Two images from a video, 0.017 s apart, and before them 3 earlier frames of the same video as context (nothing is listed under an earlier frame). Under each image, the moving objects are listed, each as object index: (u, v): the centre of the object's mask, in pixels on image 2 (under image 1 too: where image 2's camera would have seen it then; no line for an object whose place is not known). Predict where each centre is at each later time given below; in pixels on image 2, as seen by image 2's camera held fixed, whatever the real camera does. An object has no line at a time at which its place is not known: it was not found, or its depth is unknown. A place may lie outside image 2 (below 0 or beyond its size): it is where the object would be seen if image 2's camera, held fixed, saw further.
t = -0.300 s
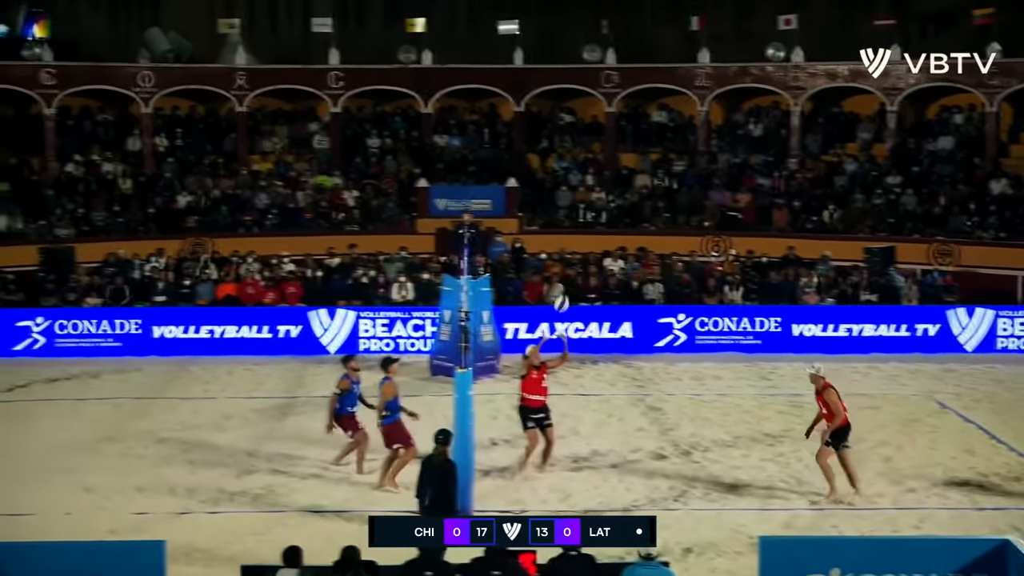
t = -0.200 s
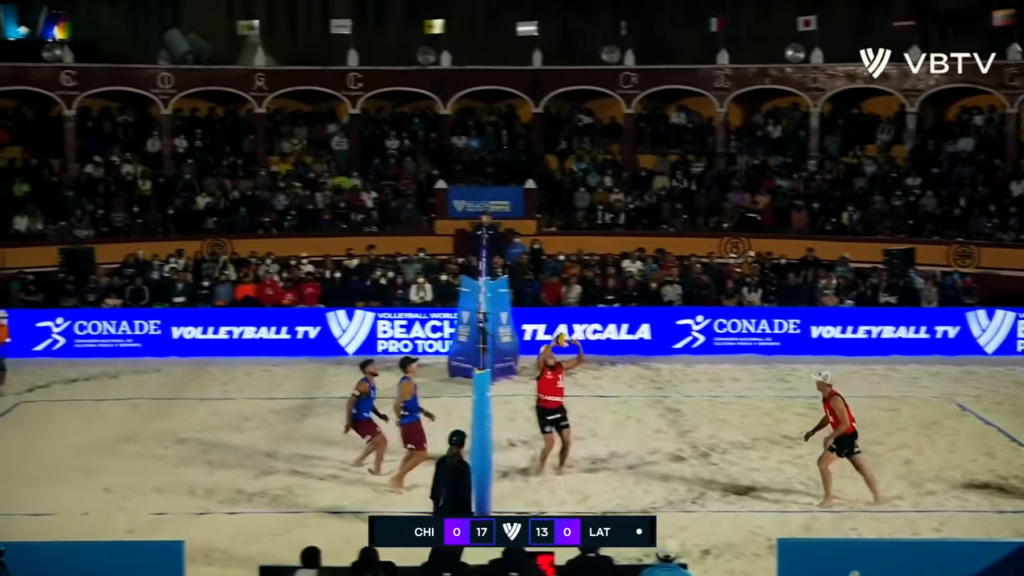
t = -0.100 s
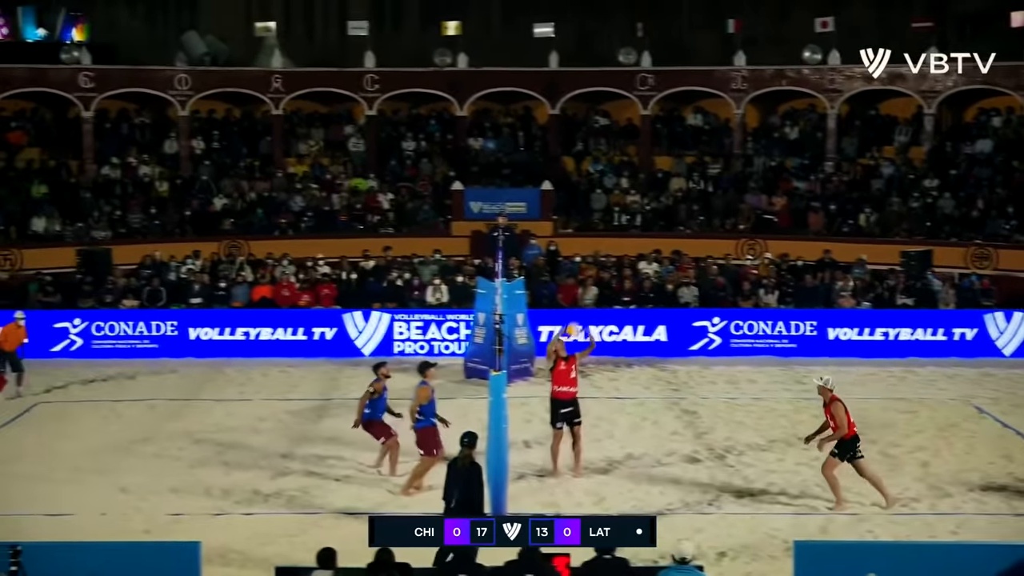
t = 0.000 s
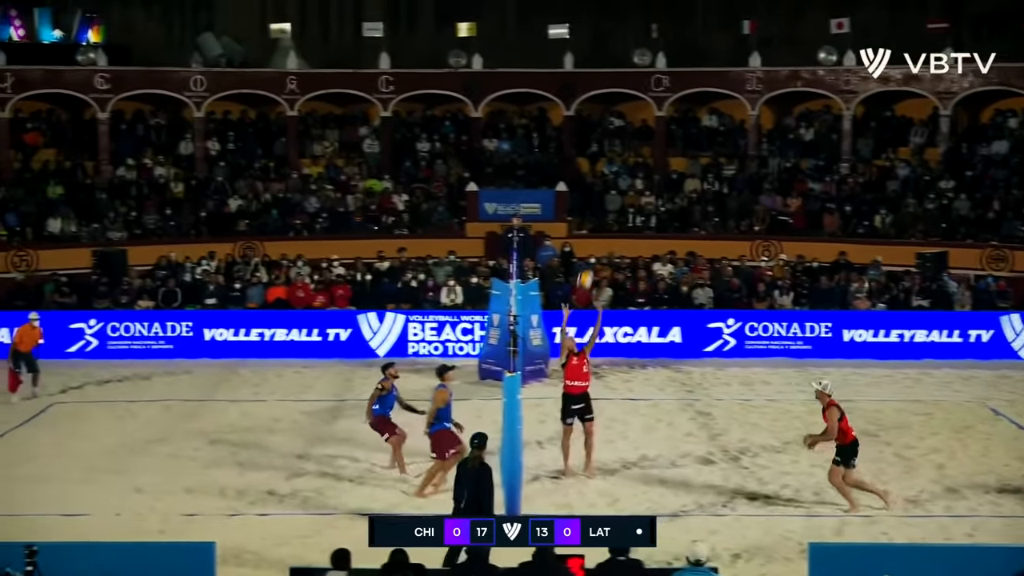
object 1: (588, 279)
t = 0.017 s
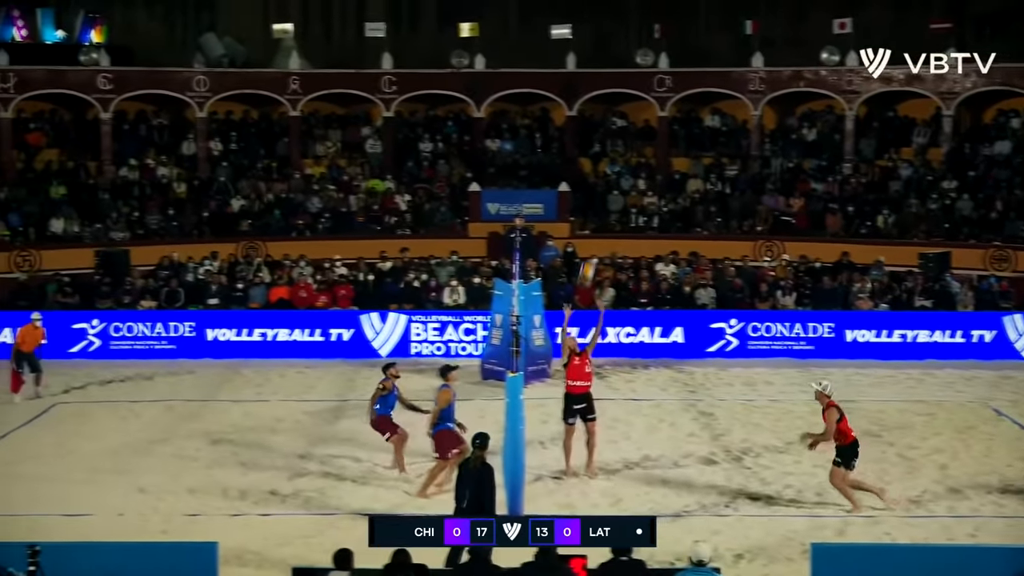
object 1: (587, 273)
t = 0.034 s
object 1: (587, 265)
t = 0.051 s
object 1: (588, 256)
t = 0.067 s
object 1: (587, 249)
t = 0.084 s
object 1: (587, 240)
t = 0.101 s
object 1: (587, 232)
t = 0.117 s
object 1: (587, 227)
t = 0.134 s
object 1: (588, 221)
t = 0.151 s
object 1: (588, 214)
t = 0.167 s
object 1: (588, 207)
